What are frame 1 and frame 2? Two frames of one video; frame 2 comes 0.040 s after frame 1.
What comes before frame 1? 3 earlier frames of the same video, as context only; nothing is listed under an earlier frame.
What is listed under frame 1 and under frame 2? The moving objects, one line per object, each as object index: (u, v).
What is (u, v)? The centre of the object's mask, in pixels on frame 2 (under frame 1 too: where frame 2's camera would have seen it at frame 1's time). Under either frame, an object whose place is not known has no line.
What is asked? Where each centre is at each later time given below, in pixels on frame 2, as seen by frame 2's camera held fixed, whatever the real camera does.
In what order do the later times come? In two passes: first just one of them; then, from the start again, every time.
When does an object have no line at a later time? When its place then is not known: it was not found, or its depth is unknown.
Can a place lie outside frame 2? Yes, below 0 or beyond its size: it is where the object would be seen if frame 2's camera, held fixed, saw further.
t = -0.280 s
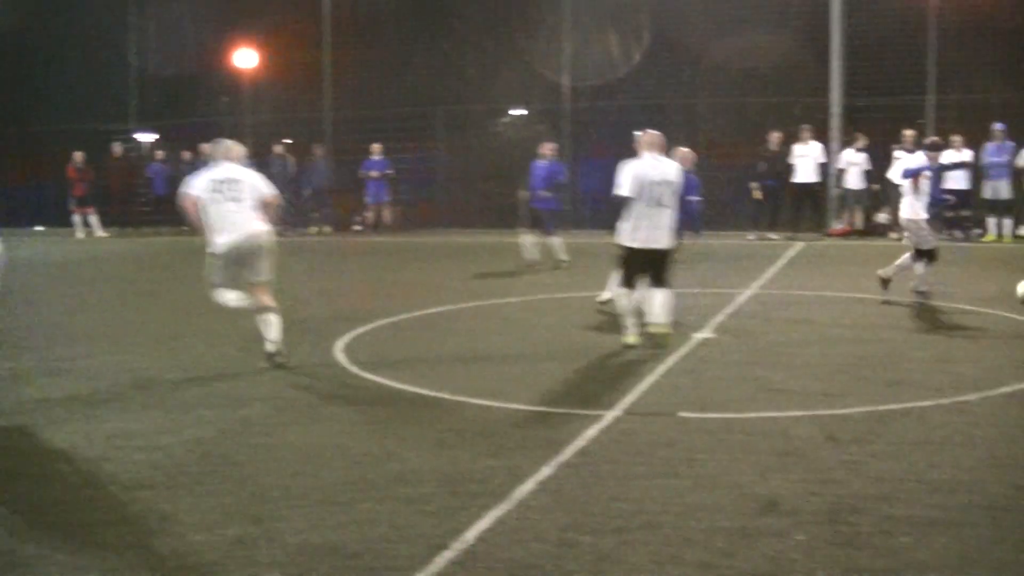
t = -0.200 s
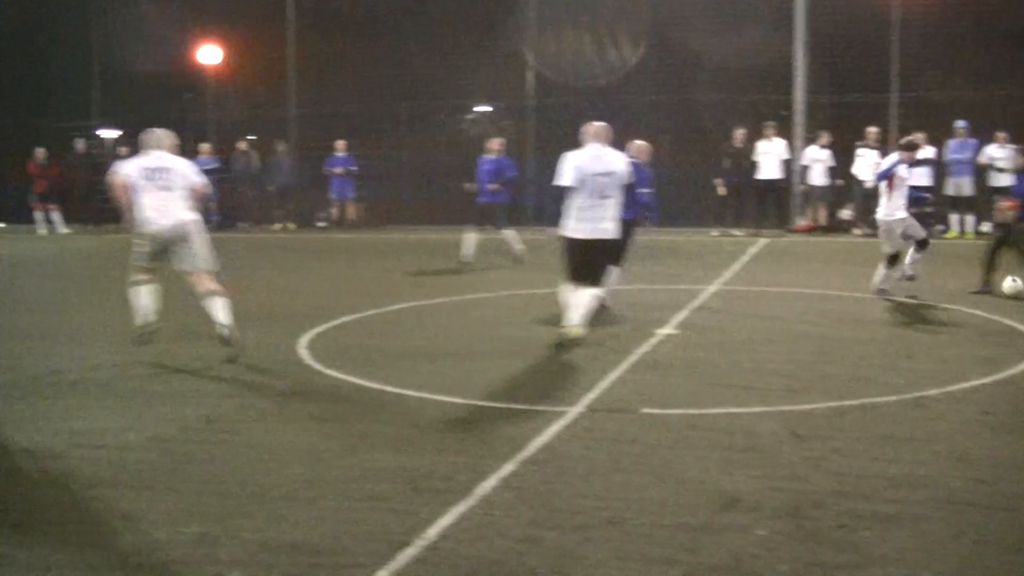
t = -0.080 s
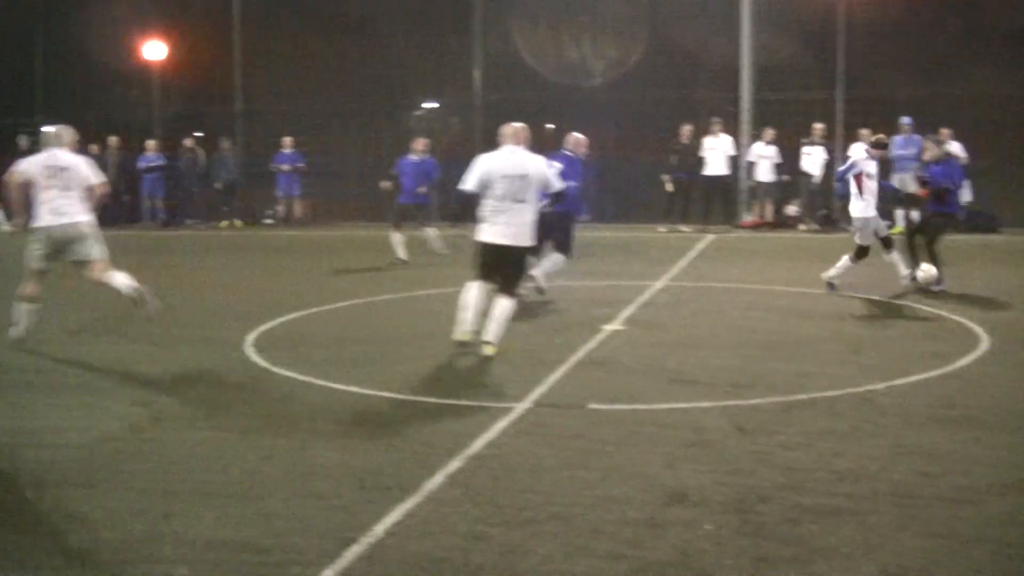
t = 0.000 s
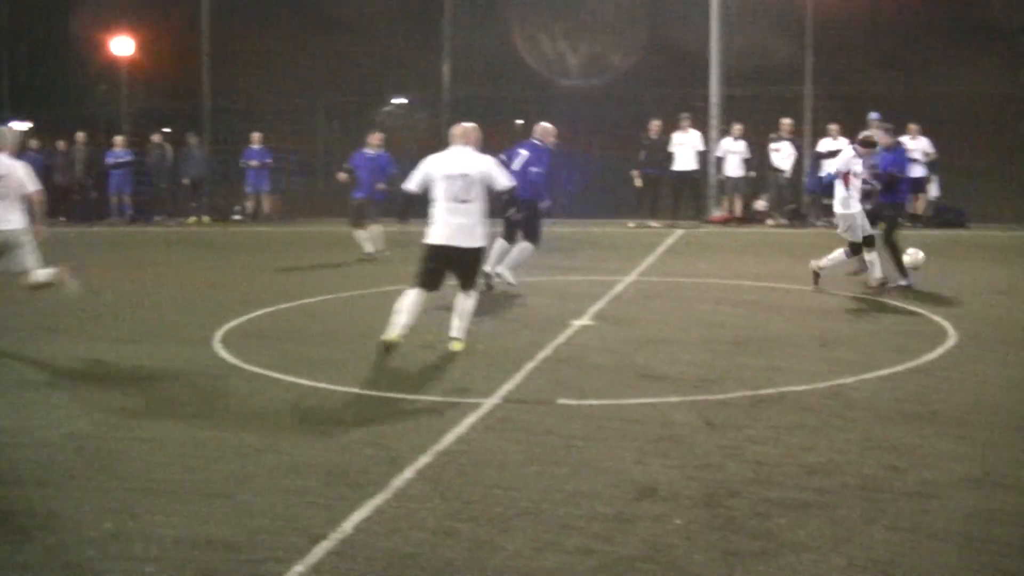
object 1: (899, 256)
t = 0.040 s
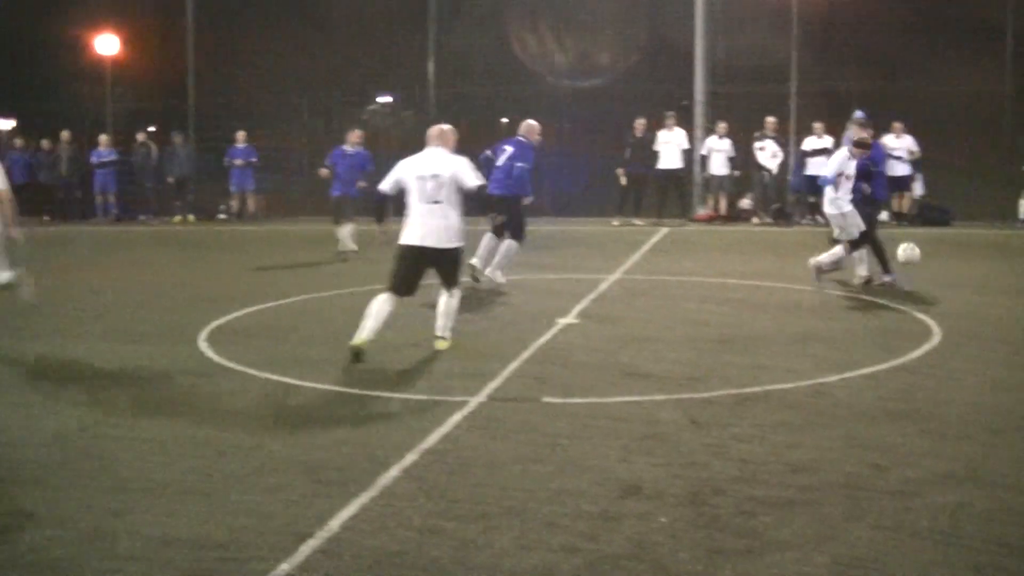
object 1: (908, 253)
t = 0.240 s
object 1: (960, 265)
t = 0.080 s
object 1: (918, 253)
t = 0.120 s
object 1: (928, 253)
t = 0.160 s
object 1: (939, 255)
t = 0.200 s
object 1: (949, 259)
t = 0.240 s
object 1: (960, 265)
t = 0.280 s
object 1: (971, 273)
